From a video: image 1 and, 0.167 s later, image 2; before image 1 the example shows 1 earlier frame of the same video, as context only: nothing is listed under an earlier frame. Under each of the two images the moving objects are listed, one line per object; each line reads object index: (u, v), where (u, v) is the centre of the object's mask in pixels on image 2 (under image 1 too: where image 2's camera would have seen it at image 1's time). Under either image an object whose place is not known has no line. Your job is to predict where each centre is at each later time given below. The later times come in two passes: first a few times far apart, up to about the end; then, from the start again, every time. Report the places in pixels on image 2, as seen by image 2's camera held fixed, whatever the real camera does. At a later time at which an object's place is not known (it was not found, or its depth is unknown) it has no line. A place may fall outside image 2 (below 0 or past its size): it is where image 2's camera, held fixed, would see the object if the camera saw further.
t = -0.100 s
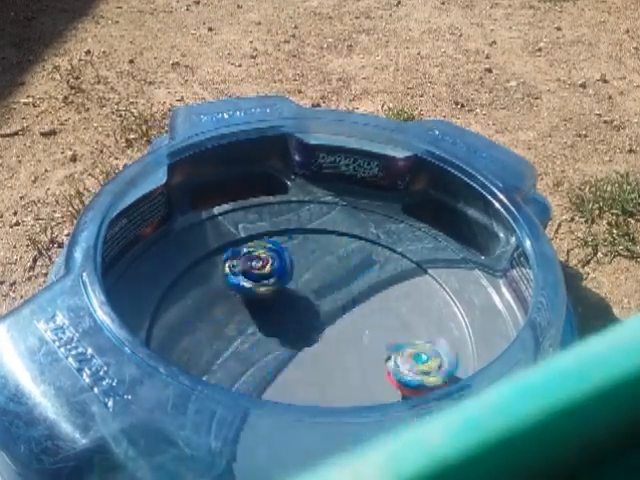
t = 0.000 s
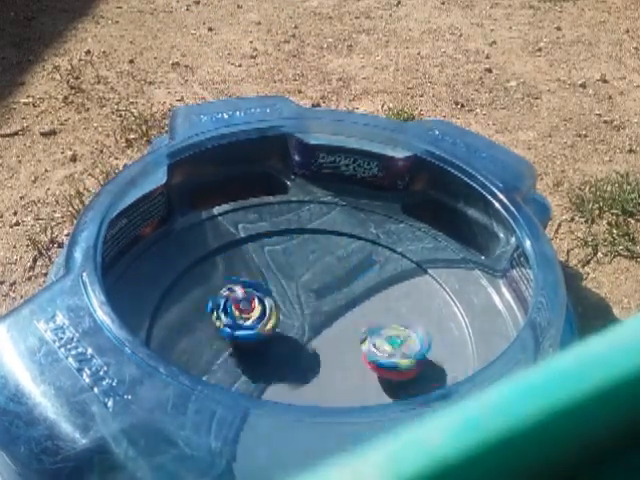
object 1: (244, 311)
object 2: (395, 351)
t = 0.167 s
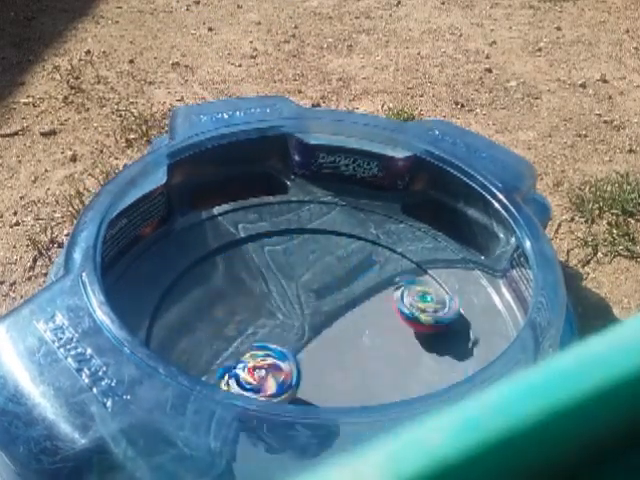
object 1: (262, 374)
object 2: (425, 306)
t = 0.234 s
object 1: (248, 406)
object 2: (478, 261)
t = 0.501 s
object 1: (352, 406)
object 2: (419, 194)
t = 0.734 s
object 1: (299, 330)
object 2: (342, 202)
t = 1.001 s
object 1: (195, 328)
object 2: (223, 248)
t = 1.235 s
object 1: (290, 356)
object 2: (174, 328)
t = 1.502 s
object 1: (325, 271)
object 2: (254, 434)
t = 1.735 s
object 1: (265, 267)
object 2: (384, 393)
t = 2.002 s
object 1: (350, 339)
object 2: (440, 329)
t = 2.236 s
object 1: (404, 323)
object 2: (426, 263)
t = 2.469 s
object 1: (349, 330)
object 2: (341, 265)
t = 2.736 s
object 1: (360, 384)
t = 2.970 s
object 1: (359, 351)
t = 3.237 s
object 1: (266, 357)
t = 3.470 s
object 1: (306, 373)
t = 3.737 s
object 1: (290, 314)
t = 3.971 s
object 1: (255, 321)
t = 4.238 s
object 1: (294, 375)
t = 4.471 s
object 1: (358, 358)
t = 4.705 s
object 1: (301, 312)
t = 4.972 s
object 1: (232, 290)
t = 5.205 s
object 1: (254, 321)
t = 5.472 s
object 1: (343, 337)
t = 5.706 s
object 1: (409, 331)
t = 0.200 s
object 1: (246, 390)
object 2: (460, 284)
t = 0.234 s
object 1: (248, 406)
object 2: (478, 261)
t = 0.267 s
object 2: (483, 242)
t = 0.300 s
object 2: (470, 229)
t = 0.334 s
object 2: (459, 222)
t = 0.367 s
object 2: (451, 213)
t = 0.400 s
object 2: (446, 212)
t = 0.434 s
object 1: (337, 431)
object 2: (444, 211)
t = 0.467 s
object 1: (351, 420)
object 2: (429, 202)
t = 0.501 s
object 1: (352, 406)
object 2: (419, 194)
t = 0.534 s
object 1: (356, 388)
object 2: (410, 193)
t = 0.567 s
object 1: (357, 380)
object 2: (403, 193)
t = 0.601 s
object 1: (352, 372)
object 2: (394, 194)
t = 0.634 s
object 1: (341, 359)
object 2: (383, 196)
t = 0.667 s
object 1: (328, 348)
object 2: (370, 198)
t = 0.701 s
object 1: (313, 337)
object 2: (355, 200)
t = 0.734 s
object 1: (299, 330)
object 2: (342, 202)
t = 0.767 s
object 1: (284, 324)
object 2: (326, 203)
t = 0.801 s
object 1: (267, 318)
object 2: (311, 203)
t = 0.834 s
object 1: (251, 315)
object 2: (296, 209)
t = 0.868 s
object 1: (238, 313)
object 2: (281, 209)
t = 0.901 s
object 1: (224, 313)
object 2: (266, 215)
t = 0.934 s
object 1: (210, 315)
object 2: (253, 226)
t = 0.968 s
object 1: (198, 321)
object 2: (236, 236)
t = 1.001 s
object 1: (195, 328)
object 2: (223, 248)
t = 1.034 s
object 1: (196, 339)
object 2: (211, 258)
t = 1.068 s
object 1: (203, 348)
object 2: (200, 268)
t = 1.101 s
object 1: (216, 355)
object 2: (191, 279)
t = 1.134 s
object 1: (235, 361)
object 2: (184, 290)
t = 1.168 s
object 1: (255, 363)
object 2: (179, 304)
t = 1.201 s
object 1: (273, 360)
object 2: (175, 318)
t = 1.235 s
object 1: (290, 356)
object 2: (174, 328)
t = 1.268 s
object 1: (304, 348)
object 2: (177, 338)
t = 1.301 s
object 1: (314, 338)
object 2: (184, 348)
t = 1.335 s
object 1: (322, 327)
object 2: (191, 364)
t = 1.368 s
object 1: (327, 315)
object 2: (195, 378)
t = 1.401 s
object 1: (329, 302)
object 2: (205, 401)
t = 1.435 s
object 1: (330, 291)
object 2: (222, 409)
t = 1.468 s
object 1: (329, 281)
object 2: (235, 429)
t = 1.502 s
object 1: (325, 271)
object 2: (254, 434)
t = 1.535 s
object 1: (319, 262)
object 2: (275, 440)
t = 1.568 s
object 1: (313, 254)
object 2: (297, 444)
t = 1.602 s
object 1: (303, 250)
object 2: (316, 440)
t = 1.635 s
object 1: (291, 248)
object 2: (331, 431)
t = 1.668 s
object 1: (280, 250)
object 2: (351, 423)
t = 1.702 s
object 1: (271, 257)
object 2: (362, 418)
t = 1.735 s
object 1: (265, 267)
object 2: (384, 393)
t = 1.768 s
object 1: (265, 280)
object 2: (396, 390)
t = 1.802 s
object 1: (269, 292)
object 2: (411, 382)
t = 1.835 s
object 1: (277, 303)
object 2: (422, 377)
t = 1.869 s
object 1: (288, 314)
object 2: (430, 369)
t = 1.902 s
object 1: (302, 322)
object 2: (437, 362)
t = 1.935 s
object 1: (317, 330)
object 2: (441, 354)
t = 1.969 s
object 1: (333, 336)
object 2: (443, 342)
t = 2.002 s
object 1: (350, 339)
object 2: (440, 329)
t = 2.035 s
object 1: (368, 339)
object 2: (437, 319)
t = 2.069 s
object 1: (376, 339)
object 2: (438, 306)
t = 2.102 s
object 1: (385, 337)
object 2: (440, 297)
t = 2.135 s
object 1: (393, 335)
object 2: (442, 289)
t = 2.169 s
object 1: (399, 332)
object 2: (438, 279)
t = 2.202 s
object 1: (403, 328)
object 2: (435, 269)
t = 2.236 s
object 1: (404, 323)
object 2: (426, 263)
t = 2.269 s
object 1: (401, 319)
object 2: (413, 259)
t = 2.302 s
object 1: (393, 316)
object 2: (403, 253)
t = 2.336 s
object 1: (384, 316)
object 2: (392, 254)
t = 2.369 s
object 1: (375, 319)
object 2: (378, 253)
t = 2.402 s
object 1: (365, 320)
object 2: (366, 256)
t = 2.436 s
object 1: (356, 323)
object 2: (353, 261)
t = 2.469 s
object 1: (349, 330)
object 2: (341, 265)
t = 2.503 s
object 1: (343, 338)
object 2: (330, 273)
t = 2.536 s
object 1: (339, 347)
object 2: (318, 281)
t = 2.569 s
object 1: (334, 356)
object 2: (307, 288)
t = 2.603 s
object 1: (334, 366)
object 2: (300, 296)
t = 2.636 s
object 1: (338, 373)
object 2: (290, 305)
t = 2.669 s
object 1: (345, 379)
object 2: (281, 314)
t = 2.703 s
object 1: (352, 381)
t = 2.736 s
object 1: (360, 384)
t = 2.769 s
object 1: (372, 383)
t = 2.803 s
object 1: (378, 379)
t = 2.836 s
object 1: (384, 377)
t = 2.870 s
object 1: (382, 371)
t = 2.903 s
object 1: (378, 364)
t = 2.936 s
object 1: (369, 356)
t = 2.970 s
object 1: (359, 351)
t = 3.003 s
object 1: (347, 346)
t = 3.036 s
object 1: (333, 344)
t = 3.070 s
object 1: (321, 342)
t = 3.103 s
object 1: (306, 343)
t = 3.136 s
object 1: (295, 342)
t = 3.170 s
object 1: (282, 346)
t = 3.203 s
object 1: (275, 351)
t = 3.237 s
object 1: (266, 357)
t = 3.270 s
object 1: (264, 364)
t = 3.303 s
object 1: (264, 369)
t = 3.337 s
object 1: (270, 375)
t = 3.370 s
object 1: (277, 377)
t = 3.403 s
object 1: (289, 380)
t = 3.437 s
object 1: (297, 377)
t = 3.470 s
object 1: (306, 373)
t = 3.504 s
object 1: (311, 369)
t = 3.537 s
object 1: (312, 359)
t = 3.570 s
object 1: (315, 350)
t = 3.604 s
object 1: (313, 343)
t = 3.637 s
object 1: (308, 333)
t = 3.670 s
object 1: (304, 325)
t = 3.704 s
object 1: (298, 320)
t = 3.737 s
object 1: (290, 314)
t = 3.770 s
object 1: (283, 308)
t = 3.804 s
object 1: (276, 305)
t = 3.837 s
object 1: (266, 305)
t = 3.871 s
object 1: (259, 304)
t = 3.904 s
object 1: (255, 308)
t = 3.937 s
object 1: (253, 314)
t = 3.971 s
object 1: (255, 321)
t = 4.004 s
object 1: (263, 327)
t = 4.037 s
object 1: (275, 332)
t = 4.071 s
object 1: (278, 338)
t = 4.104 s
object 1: (275, 347)
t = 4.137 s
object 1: (276, 355)
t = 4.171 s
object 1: (279, 364)
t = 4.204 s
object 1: (284, 370)
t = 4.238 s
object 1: (294, 375)
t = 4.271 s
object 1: (305, 378)
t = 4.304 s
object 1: (318, 379)
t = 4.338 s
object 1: (328, 377)
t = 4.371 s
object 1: (337, 376)
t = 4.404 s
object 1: (348, 373)
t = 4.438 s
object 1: (355, 365)
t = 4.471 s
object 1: (358, 358)
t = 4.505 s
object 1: (361, 351)
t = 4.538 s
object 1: (362, 342)
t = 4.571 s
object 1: (350, 333)
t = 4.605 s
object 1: (334, 326)
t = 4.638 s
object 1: (322, 321)
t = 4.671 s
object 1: (311, 317)
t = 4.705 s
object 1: (301, 312)
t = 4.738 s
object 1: (290, 308)
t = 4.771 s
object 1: (280, 303)
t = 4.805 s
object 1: (270, 299)
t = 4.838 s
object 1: (261, 296)
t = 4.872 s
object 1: (252, 293)
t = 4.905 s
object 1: (244, 290)
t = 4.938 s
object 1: (238, 290)
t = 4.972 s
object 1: (232, 290)
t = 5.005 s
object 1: (226, 292)
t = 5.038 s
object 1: (223, 294)
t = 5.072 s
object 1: (225, 301)
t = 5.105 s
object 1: (228, 307)
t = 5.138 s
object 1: (234, 312)
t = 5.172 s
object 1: (243, 317)
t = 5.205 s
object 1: (254, 321)
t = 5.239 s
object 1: (264, 325)
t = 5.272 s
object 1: (274, 329)
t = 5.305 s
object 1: (286, 330)
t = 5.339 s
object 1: (298, 332)
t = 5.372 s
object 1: (310, 334)
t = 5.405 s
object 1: (320, 336)
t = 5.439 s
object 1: (331, 337)
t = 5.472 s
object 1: (343, 337)
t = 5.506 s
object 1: (354, 337)
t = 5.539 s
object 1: (364, 338)
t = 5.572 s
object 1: (374, 337)
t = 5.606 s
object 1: (384, 335)
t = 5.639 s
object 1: (393, 334)
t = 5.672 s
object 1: (402, 332)
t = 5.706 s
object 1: (409, 331)
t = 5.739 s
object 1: (415, 329)
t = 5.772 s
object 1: (419, 326)
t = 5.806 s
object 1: (420, 323)
